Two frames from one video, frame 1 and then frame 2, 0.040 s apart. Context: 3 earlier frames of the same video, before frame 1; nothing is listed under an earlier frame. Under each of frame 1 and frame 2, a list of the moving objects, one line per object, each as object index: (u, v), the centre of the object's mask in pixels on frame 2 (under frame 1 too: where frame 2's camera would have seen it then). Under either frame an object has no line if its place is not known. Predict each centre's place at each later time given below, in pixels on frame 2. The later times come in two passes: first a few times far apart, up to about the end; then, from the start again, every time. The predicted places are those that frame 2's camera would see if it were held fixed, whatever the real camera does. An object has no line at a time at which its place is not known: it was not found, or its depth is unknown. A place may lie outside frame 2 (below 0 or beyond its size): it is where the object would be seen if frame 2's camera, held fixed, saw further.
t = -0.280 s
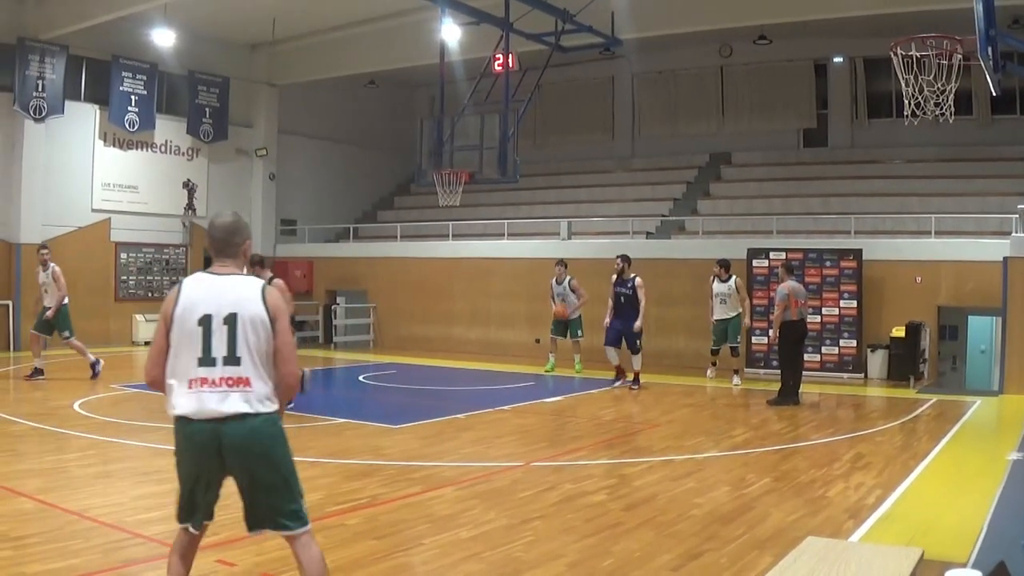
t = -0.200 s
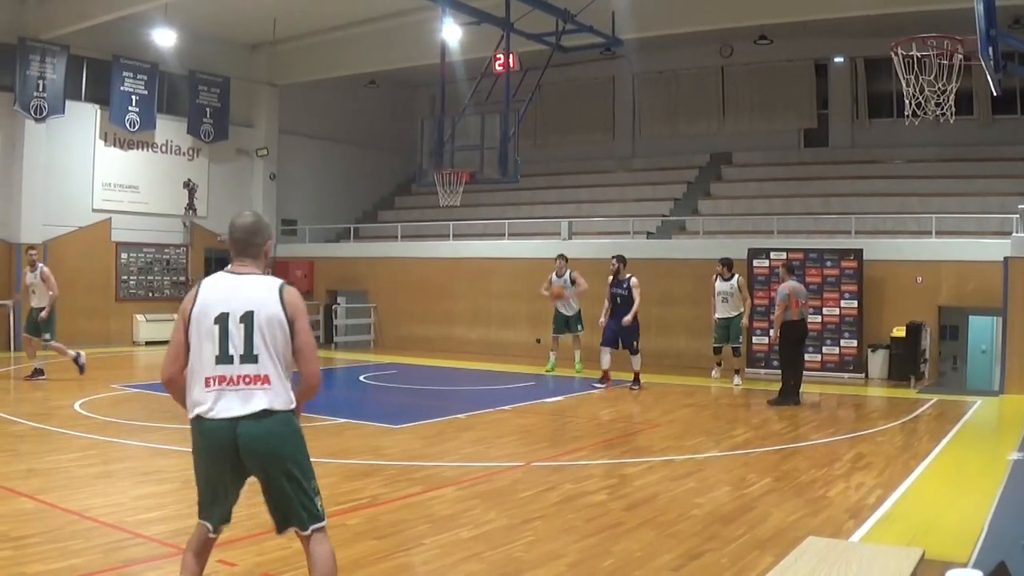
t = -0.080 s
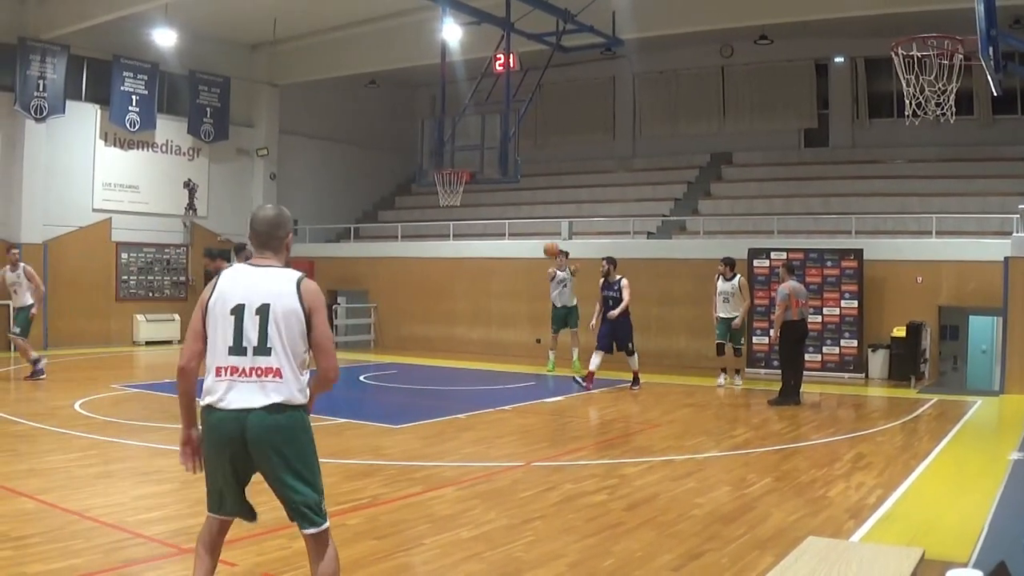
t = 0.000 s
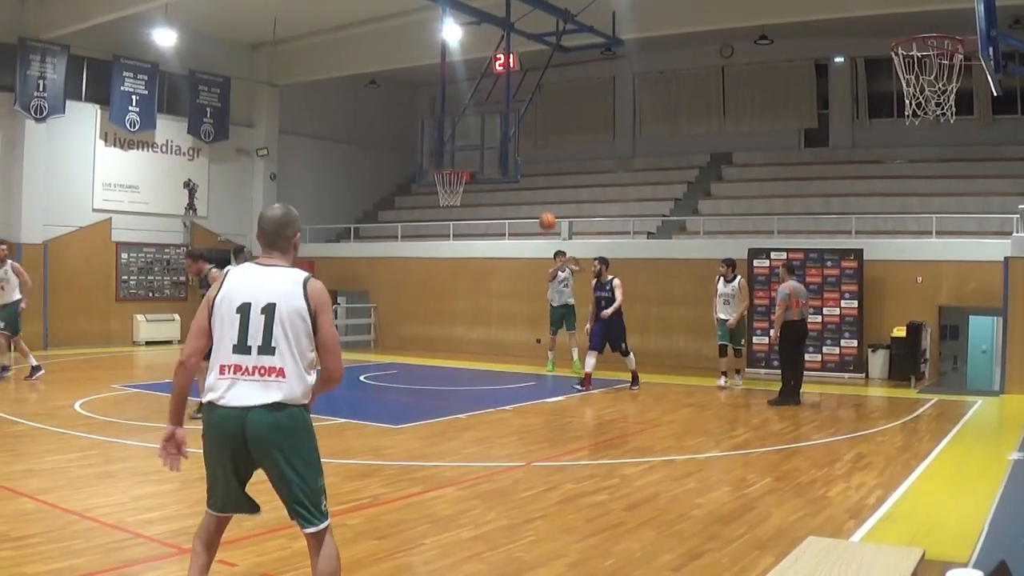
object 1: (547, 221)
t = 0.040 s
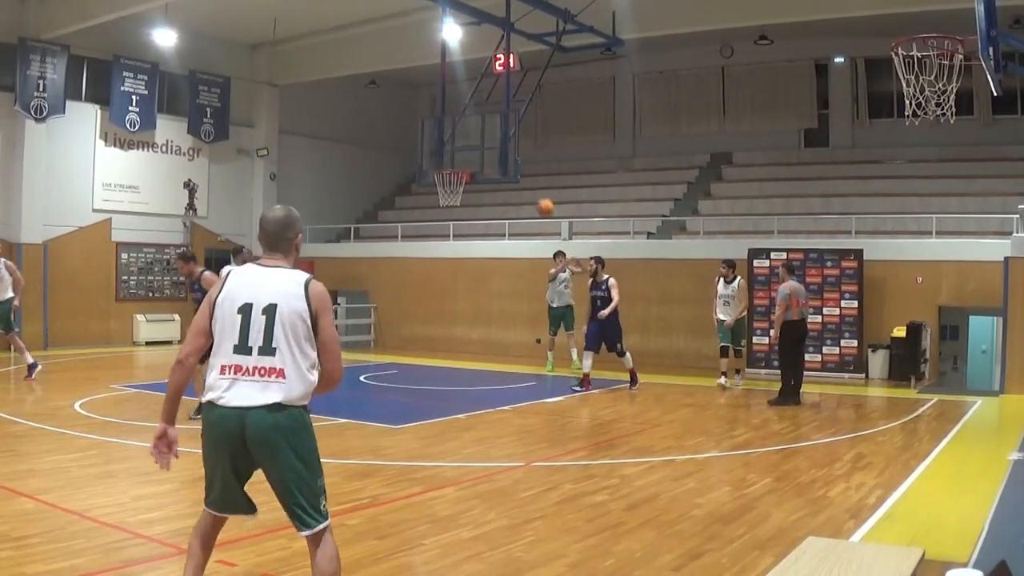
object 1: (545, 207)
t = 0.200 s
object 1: (533, 155)
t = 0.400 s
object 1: (512, 101)
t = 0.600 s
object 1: (479, 63)
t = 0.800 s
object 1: (430, 60)
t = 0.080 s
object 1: (543, 194)
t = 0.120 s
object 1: (540, 180)
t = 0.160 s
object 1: (536, 168)
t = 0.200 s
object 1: (533, 155)
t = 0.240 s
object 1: (529, 143)
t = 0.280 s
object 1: (525, 133)
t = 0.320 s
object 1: (521, 121)
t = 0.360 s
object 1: (517, 111)
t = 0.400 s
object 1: (512, 101)
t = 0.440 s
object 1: (507, 92)
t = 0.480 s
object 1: (501, 84)
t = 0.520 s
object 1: (494, 76)
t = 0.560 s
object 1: (487, 70)
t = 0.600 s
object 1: (479, 63)
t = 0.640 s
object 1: (473, 60)
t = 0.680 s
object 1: (464, 58)
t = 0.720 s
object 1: (452, 58)
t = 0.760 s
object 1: (442, 58)
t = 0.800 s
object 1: (430, 60)
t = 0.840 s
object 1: (416, 65)
